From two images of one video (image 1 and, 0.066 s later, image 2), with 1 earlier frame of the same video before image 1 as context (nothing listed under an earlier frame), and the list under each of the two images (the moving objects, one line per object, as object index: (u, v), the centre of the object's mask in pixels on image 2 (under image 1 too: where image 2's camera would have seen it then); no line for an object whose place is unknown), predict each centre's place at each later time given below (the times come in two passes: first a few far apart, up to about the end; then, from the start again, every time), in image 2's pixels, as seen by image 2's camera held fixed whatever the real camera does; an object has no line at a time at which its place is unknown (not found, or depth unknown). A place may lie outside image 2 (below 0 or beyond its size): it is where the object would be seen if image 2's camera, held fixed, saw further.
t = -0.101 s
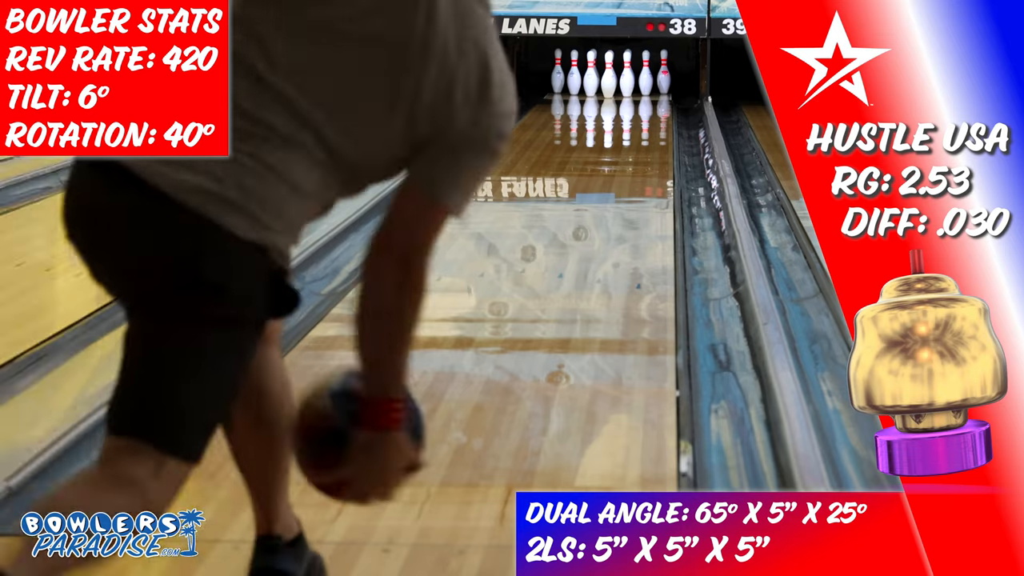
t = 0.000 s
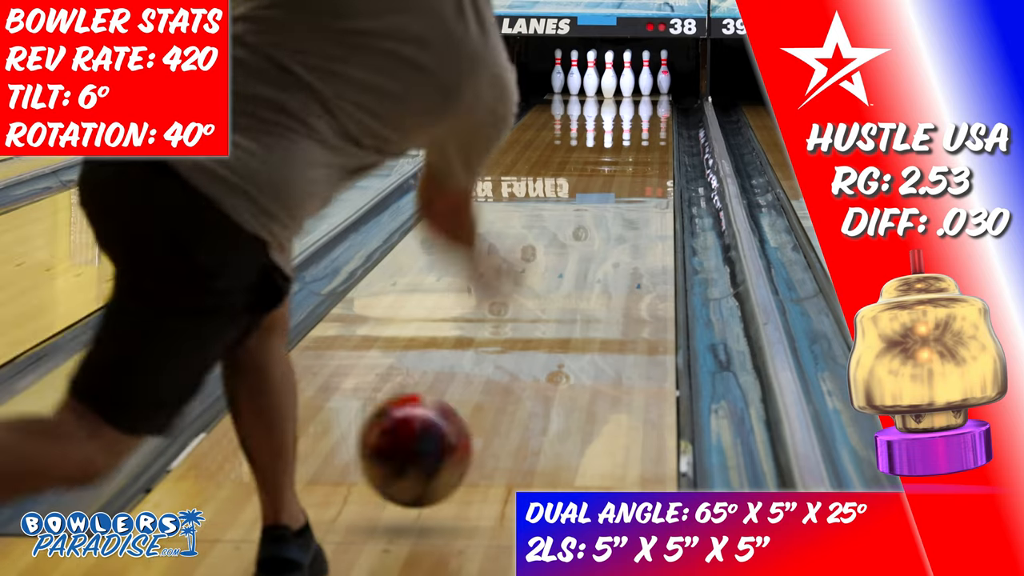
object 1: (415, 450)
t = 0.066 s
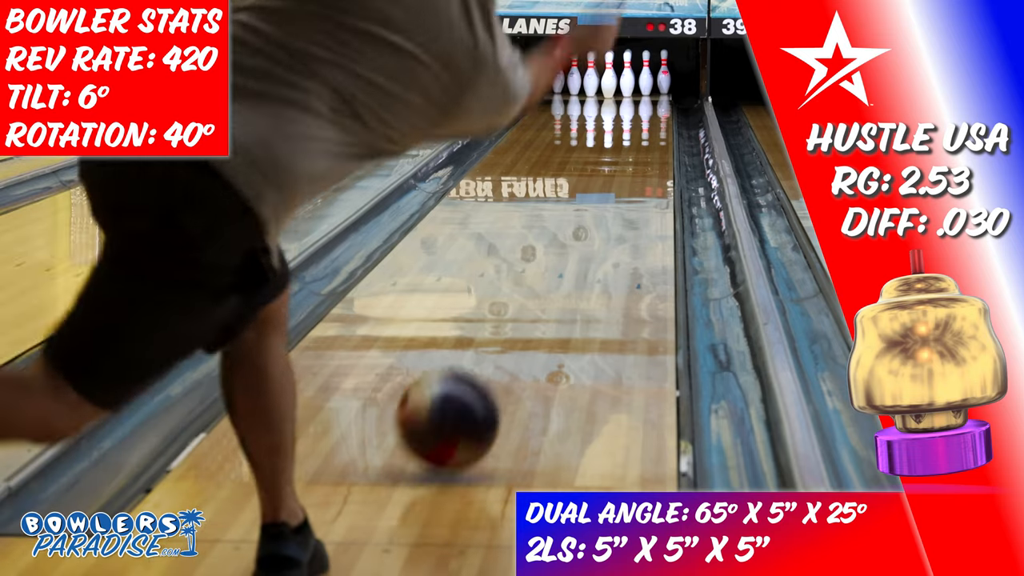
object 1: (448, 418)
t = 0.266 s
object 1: (517, 332)
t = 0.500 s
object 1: (569, 261)
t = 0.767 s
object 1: (605, 210)
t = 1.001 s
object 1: (626, 176)
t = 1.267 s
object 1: (641, 149)
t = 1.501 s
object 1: (647, 130)
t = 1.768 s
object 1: (649, 114)
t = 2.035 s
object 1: (639, 101)
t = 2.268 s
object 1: (624, 92)
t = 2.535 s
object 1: (611, 84)
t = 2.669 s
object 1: (600, 81)
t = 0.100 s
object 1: (462, 398)
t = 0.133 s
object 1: (475, 384)
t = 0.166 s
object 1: (486, 374)
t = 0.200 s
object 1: (498, 358)
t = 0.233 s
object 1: (508, 344)
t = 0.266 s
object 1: (517, 332)
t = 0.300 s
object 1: (527, 319)
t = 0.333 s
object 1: (535, 309)
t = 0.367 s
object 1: (542, 298)
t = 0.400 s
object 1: (549, 288)
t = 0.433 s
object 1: (556, 279)
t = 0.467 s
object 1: (563, 270)
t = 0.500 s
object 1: (569, 261)
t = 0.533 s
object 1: (574, 254)
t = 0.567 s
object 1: (579, 247)
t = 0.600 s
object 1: (584, 239)
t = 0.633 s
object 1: (588, 233)
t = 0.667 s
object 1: (593, 227)
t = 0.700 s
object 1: (597, 223)
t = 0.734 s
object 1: (601, 214)
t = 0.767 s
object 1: (605, 210)
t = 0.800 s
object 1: (608, 204)
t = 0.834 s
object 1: (612, 199)
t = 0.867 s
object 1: (615, 194)
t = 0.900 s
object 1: (617, 189)
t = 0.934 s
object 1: (621, 185)
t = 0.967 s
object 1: (624, 180)
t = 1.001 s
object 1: (626, 176)
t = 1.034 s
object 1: (628, 172)
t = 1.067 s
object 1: (630, 169)
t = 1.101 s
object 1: (633, 165)
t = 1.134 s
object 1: (635, 162)
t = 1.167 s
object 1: (637, 158)
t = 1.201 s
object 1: (638, 155)
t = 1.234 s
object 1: (640, 152)
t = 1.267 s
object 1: (641, 149)
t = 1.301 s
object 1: (643, 146)
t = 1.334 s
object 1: (643, 143)
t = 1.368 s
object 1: (645, 141)
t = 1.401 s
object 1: (646, 138)
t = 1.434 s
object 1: (647, 135)
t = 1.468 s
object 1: (647, 133)
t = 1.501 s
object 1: (647, 130)
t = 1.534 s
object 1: (648, 128)
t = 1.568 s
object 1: (649, 126)
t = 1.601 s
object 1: (649, 124)
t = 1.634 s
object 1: (650, 122)
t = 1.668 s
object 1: (650, 120)
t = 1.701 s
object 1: (649, 118)
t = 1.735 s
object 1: (650, 116)
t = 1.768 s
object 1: (649, 114)
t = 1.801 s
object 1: (648, 112)
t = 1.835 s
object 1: (648, 111)
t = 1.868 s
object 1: (647, 109)
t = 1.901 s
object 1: (646, 108)
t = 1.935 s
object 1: (644, 106)
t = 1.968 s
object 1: (643, 104)
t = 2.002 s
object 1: (641, 103)
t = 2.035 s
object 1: (639, 101)
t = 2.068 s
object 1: (638, 100)
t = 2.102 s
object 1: (635, 98)
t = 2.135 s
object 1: (633, 97)
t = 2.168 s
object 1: (631, 96)
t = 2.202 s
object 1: (629, 95)
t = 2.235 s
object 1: (627, 93)
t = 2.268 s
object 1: (624, 92)
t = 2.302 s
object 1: (622, 91)
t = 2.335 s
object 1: (620, 90)
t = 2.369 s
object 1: (618, 89)
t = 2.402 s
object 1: (616, 88)
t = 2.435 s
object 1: (614, 87)
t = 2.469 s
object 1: (613, 86)
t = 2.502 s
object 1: (613, 85)
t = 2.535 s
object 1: (611, 84)
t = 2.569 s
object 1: (608, 83)
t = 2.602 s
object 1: (606, 83)
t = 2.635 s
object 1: (602, 82)
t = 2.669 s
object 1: (600, 81)
